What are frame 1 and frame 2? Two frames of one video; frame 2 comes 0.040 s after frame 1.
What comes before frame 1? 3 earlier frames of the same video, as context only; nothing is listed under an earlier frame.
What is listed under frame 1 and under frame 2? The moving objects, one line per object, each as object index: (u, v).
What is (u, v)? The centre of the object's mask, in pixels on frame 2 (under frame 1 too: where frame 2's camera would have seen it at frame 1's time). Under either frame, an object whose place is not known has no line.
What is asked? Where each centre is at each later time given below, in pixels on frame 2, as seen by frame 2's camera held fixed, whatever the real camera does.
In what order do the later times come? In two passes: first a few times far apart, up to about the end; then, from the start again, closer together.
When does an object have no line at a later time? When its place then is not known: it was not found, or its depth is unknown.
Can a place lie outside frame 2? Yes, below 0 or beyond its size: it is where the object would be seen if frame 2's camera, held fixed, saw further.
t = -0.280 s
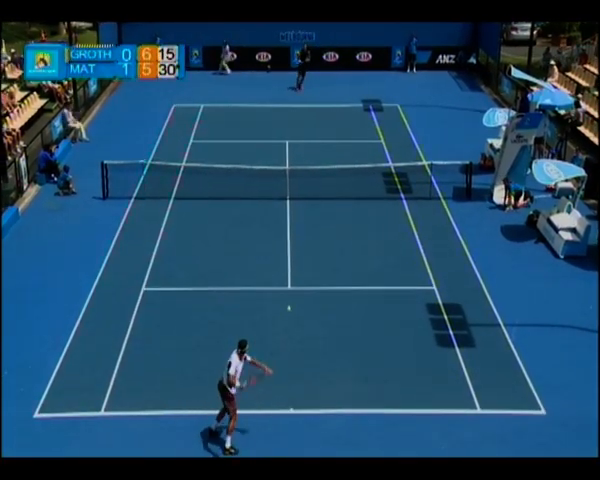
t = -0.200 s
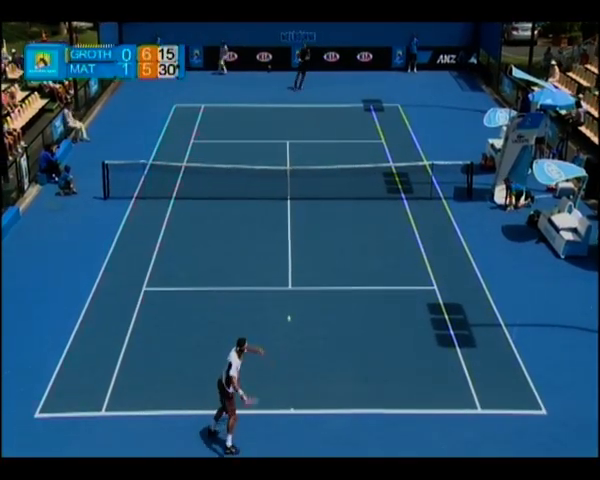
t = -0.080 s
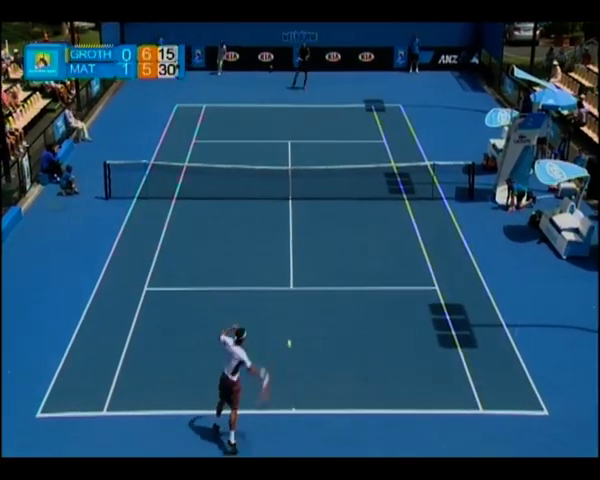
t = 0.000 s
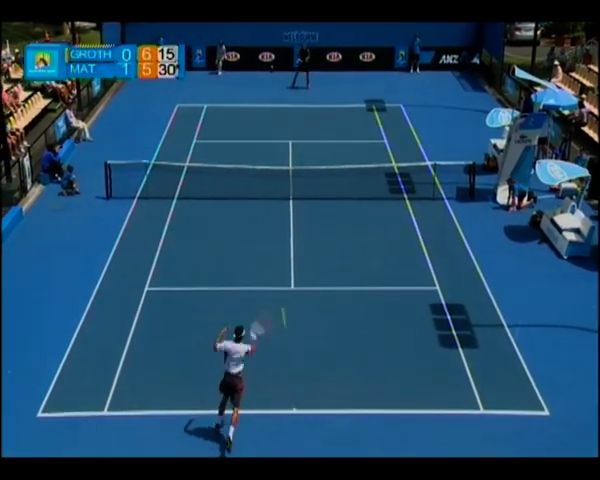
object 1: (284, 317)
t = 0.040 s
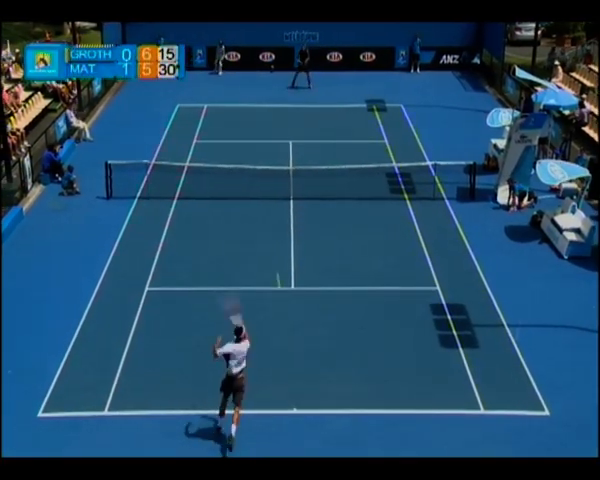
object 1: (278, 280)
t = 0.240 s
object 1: (260, 176)
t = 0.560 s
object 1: (247, 129)
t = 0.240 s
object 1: (260, 176)
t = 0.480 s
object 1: (249, 133)
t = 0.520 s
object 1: (248, 130)
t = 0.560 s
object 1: (247, 129)
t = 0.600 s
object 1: (247, 128)
